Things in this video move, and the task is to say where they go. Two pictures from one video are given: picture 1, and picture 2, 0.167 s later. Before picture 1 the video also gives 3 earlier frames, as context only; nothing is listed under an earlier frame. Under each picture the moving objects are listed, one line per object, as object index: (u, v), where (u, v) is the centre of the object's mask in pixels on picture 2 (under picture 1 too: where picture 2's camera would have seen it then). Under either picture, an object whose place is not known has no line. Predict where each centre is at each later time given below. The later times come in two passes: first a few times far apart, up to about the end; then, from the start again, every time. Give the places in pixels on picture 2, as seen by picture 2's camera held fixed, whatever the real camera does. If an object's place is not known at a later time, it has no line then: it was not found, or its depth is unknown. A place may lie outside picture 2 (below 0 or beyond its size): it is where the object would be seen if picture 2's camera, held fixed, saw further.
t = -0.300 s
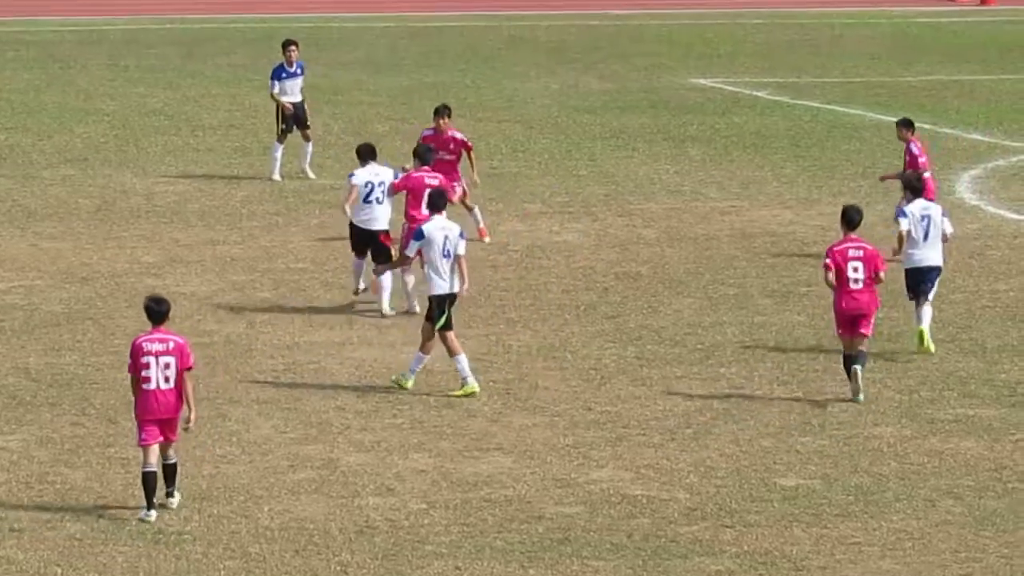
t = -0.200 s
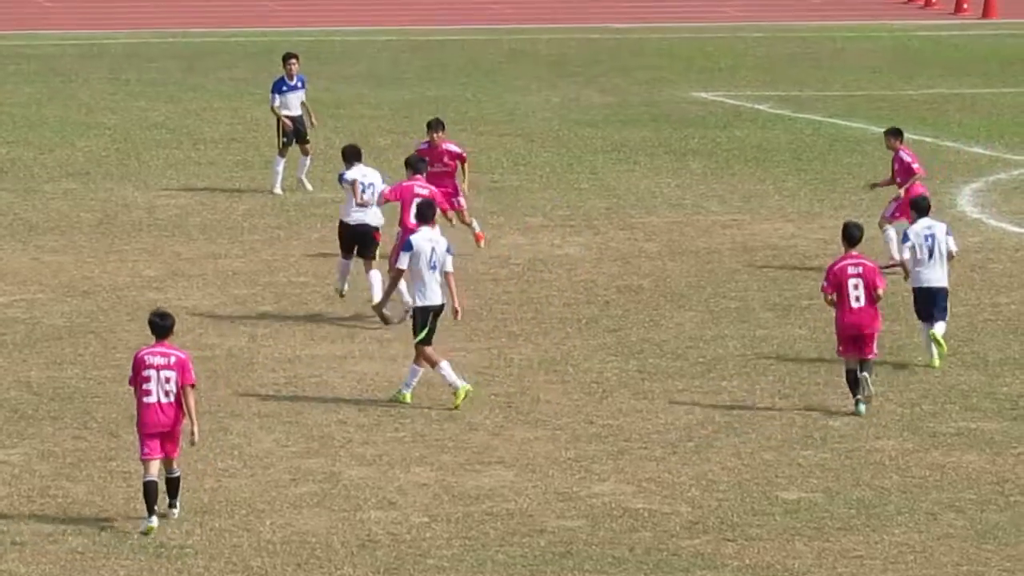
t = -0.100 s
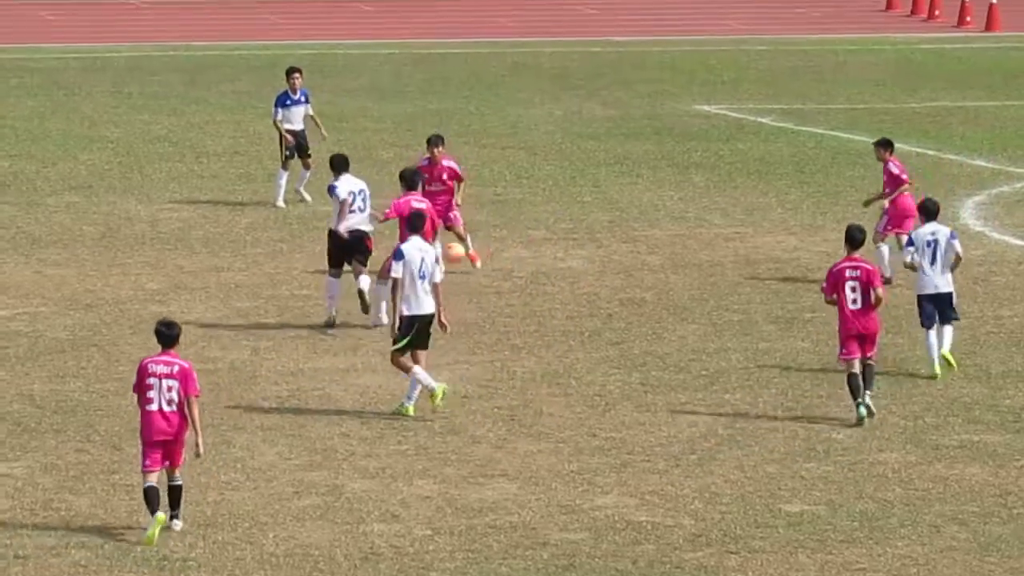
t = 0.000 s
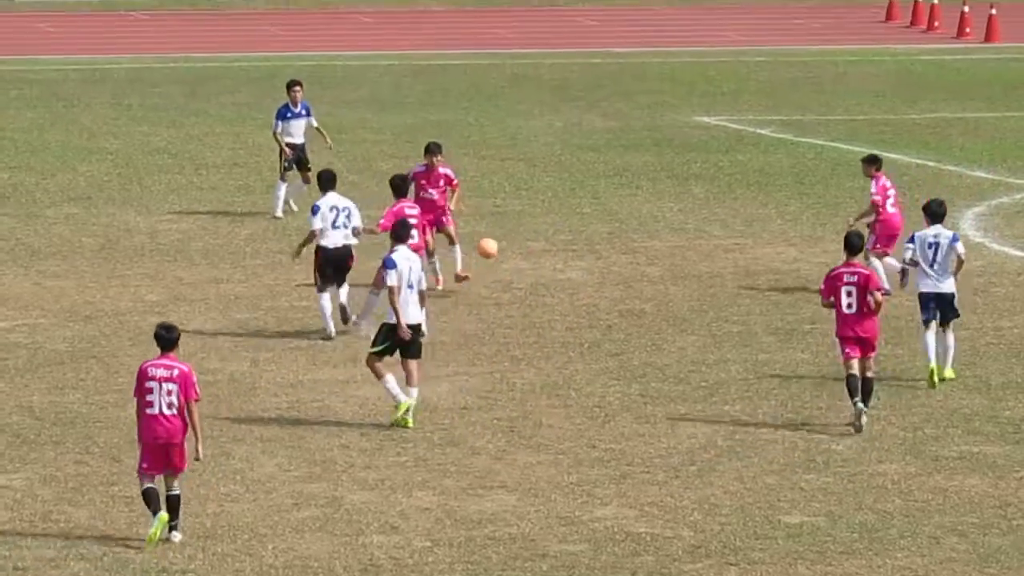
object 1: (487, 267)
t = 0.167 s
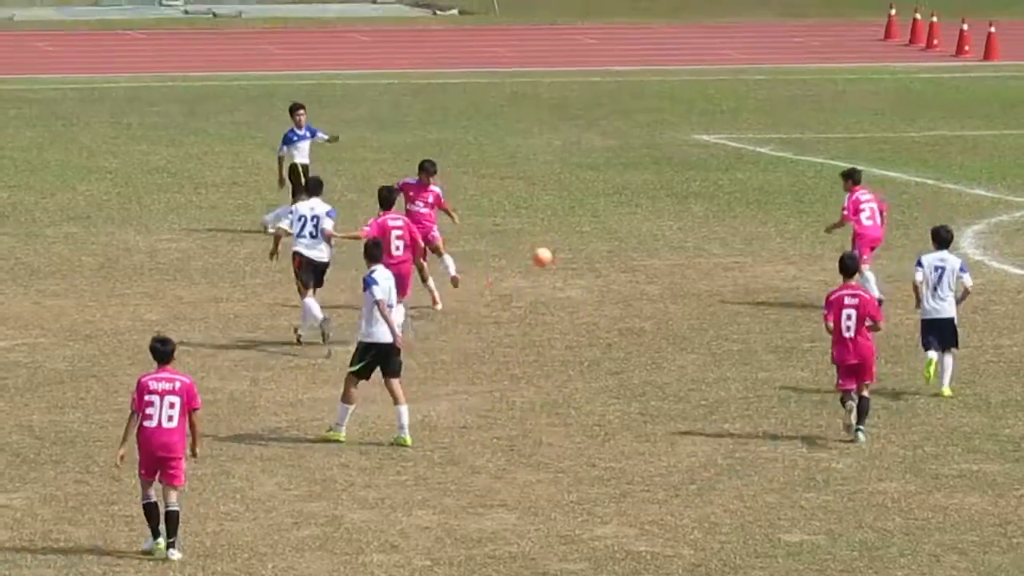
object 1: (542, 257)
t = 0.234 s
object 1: (563, 258)
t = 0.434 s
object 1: (620, 247)
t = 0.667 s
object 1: (674, 225)
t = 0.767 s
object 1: (697, 232)
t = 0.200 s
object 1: (553, 257)
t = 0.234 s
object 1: (563, 258)
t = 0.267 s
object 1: (575, 260)
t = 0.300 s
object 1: (585, 263)
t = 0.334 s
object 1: (595, 266)
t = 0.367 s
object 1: (605, 262)
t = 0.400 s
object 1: (613, 253)
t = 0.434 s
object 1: (620, 247)
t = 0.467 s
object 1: (628, 241)
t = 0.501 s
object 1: (636, 235)
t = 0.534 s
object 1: (645, 231)
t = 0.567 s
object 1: (651, 228)
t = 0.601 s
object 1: (659, 227)
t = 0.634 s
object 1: (666, 225)
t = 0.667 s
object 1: (674, 225)
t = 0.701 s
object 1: (682, 227)
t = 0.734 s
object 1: (690, 228)
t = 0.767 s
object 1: (697, 232)
